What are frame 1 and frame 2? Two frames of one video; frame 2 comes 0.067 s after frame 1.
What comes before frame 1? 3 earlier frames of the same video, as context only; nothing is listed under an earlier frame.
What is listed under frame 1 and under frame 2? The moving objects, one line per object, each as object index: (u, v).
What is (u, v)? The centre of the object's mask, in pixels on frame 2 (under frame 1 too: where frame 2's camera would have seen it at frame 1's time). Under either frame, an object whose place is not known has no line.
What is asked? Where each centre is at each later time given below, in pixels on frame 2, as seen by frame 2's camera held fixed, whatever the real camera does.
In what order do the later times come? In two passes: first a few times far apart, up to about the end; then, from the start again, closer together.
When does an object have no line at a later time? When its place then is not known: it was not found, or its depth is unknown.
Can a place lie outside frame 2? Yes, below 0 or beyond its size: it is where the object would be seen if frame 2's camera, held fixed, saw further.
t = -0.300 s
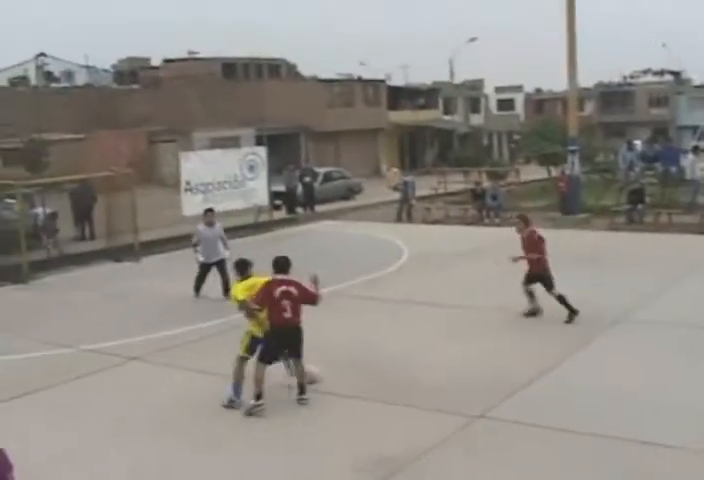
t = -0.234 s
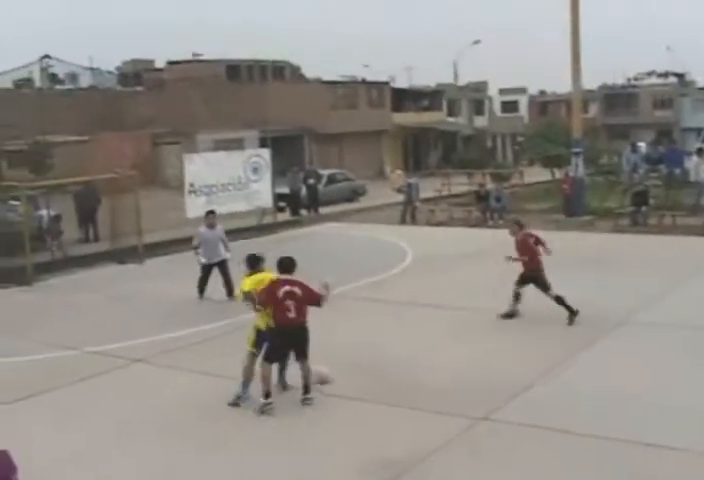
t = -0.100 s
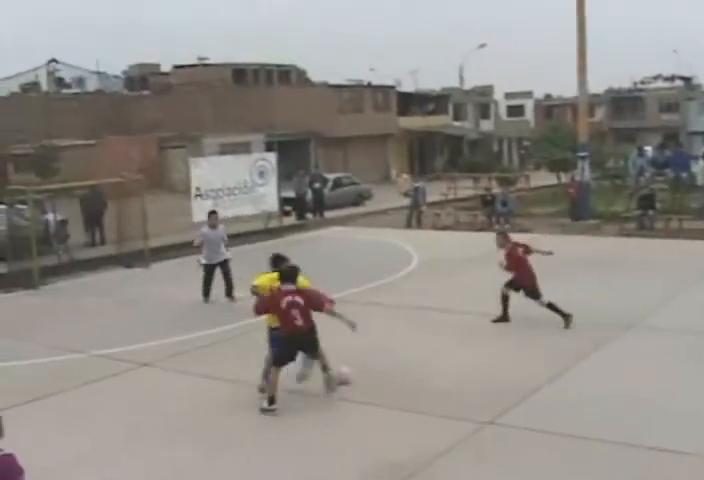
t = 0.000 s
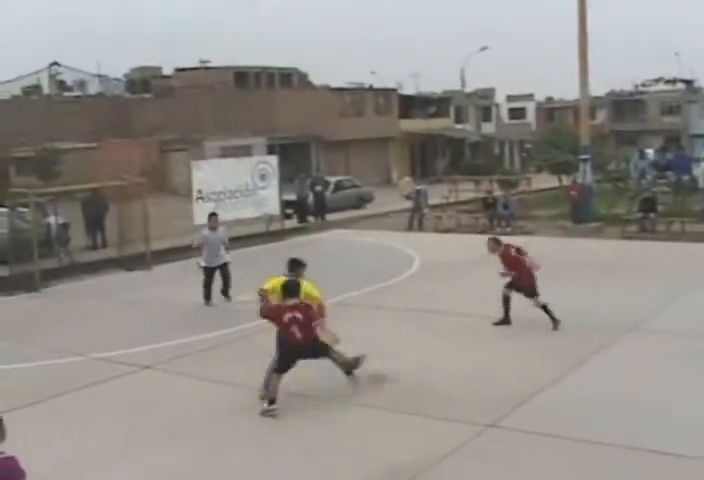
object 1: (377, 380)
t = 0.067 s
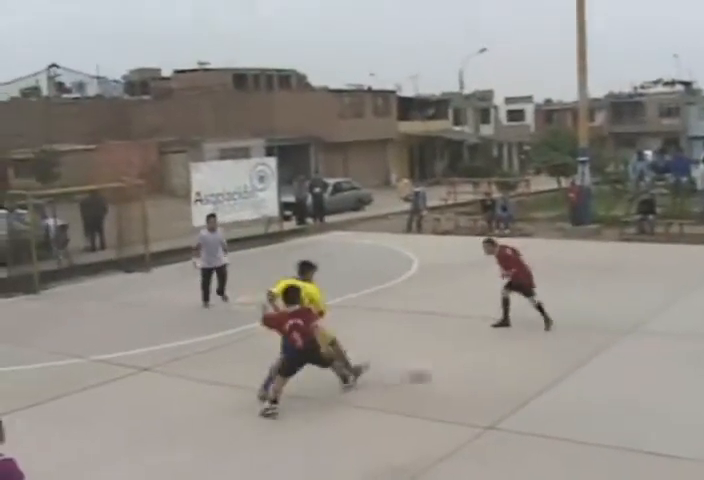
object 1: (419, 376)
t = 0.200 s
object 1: (492, 368)
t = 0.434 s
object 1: (590, 360)
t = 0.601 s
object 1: (651, 355)
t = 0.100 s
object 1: (437, 372)
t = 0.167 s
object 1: (475, 368)
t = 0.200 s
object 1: (492, 368)
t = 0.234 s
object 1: (509, 367)
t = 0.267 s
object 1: (525, 366)
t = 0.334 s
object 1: (553, 363)
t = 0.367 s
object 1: (566, 362)
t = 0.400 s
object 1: (577, 362)
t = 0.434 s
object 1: (590, 360)
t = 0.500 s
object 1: (615, 359)
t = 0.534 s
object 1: (626, 358)
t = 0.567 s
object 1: (638, 356)
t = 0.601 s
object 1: (651, 355)
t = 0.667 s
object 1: (676, 354)
